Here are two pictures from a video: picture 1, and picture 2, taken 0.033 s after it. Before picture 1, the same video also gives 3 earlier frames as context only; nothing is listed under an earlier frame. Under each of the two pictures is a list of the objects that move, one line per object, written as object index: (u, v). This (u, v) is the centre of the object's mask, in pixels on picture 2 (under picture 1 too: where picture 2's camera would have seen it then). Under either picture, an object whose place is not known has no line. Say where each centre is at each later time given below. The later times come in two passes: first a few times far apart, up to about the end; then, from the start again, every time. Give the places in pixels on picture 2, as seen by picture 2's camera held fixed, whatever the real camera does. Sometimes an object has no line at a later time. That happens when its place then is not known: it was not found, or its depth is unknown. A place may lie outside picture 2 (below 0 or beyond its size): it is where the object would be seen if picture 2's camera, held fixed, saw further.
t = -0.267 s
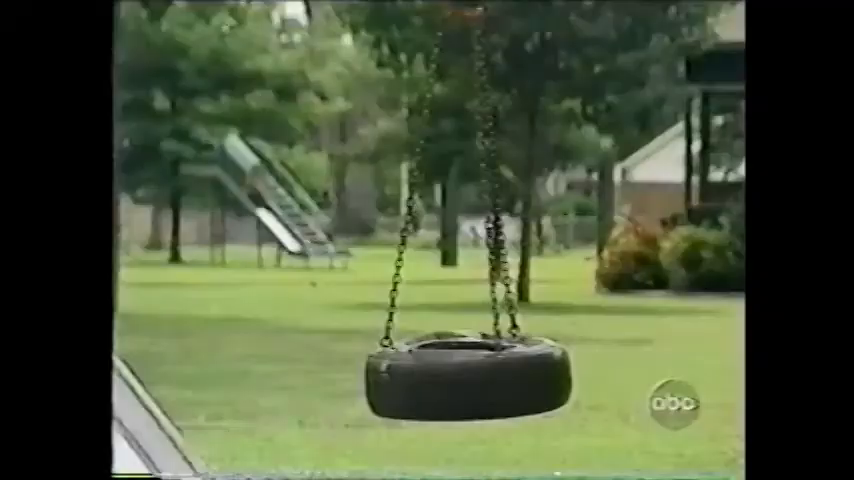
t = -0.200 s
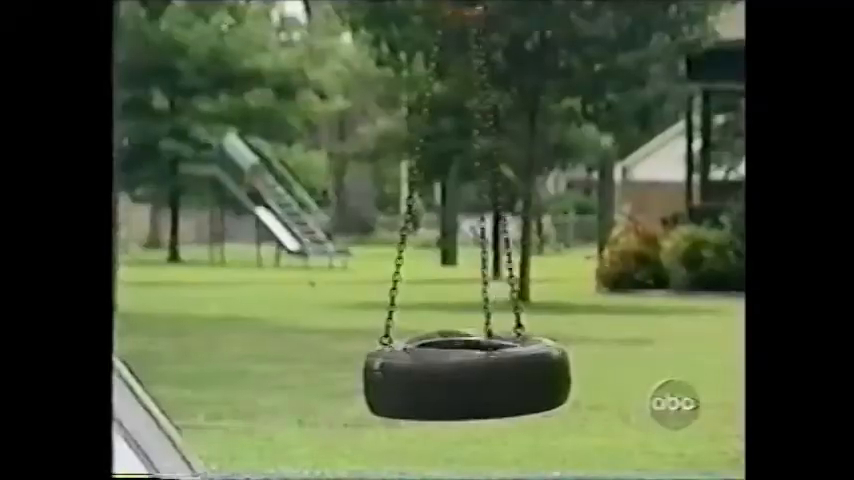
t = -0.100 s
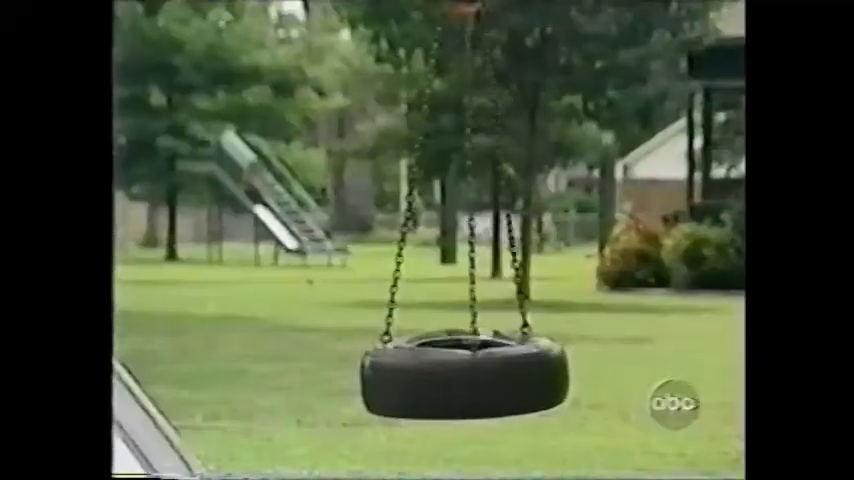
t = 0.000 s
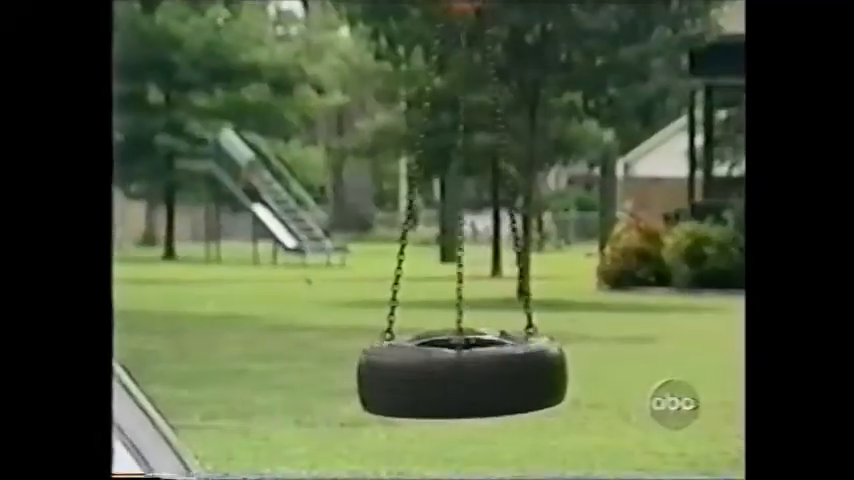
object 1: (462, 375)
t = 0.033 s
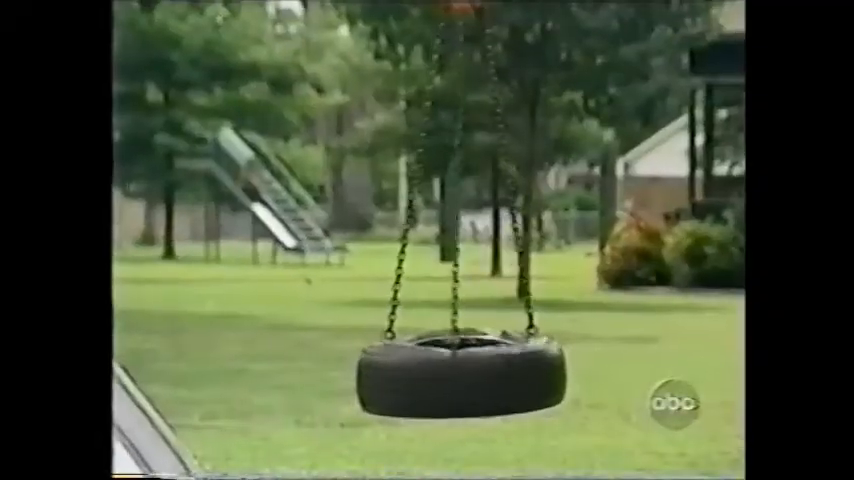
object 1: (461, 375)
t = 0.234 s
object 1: (457, 375)
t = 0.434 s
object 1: (455, 376)
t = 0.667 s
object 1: (455, 377)
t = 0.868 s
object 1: (457, 378)
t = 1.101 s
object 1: (462, 377)
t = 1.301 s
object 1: (466, 377)
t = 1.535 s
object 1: (469, 378)
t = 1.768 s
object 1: (468, 379)
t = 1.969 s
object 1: (464, 379)
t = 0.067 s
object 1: (460, 375)
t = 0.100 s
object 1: (459, 375)
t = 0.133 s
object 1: (459, 375)
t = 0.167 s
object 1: (458, 375)
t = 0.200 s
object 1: (457, 375)
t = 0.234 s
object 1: (457, 375)
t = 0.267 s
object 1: (457, 375)
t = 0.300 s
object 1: (456, 375)
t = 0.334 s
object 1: (456, 375)
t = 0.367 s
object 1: (456, 376)
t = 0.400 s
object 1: (455, 376)
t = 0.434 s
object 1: (455, 376)
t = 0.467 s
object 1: (455, 376)
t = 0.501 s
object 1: (455, 376)
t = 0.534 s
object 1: (454, 376)
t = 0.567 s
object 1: (455, 376)
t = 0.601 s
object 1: (455, 377)
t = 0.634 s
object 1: (455, 377)
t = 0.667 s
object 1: (455, 377)
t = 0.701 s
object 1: (455, 377)
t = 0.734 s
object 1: (455, 377)
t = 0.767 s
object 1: (455, 377)
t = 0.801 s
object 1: (456, 378)
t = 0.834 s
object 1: (456, 377)
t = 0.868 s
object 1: (457, 378)
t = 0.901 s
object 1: (457, 378)
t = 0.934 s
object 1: (458, 378)
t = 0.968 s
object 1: (459, 378)
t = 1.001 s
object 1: (460, 377)
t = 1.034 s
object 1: (460, 378)
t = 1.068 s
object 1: (461, 378)
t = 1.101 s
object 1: (462, 377)
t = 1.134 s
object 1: (462, 377)
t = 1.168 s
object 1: (463, 377)
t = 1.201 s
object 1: (464, 377)
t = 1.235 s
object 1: (464, 378)
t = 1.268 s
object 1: (465, 377)
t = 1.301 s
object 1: (466, 377)
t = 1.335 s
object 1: (466, 377)
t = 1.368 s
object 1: (467, 377)
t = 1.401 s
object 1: (468, 377)
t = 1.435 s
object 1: (468, 377)
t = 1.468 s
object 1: (468, 377)
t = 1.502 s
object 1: (468, 378)
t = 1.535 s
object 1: (469, 378)
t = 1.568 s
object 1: (468, 378)
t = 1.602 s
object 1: (469, 378)
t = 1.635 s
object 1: (469, 378)
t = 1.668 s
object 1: (469, 378)
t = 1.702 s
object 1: (468, 379)
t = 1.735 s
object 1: (468, 379)
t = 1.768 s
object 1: (468, 379)
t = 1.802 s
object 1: (467, 379)
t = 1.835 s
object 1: (466, 380)
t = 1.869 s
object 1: (466, 379)
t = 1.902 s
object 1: (465, 379)
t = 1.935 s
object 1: (465, 379)
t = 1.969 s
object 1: (464, 379)
